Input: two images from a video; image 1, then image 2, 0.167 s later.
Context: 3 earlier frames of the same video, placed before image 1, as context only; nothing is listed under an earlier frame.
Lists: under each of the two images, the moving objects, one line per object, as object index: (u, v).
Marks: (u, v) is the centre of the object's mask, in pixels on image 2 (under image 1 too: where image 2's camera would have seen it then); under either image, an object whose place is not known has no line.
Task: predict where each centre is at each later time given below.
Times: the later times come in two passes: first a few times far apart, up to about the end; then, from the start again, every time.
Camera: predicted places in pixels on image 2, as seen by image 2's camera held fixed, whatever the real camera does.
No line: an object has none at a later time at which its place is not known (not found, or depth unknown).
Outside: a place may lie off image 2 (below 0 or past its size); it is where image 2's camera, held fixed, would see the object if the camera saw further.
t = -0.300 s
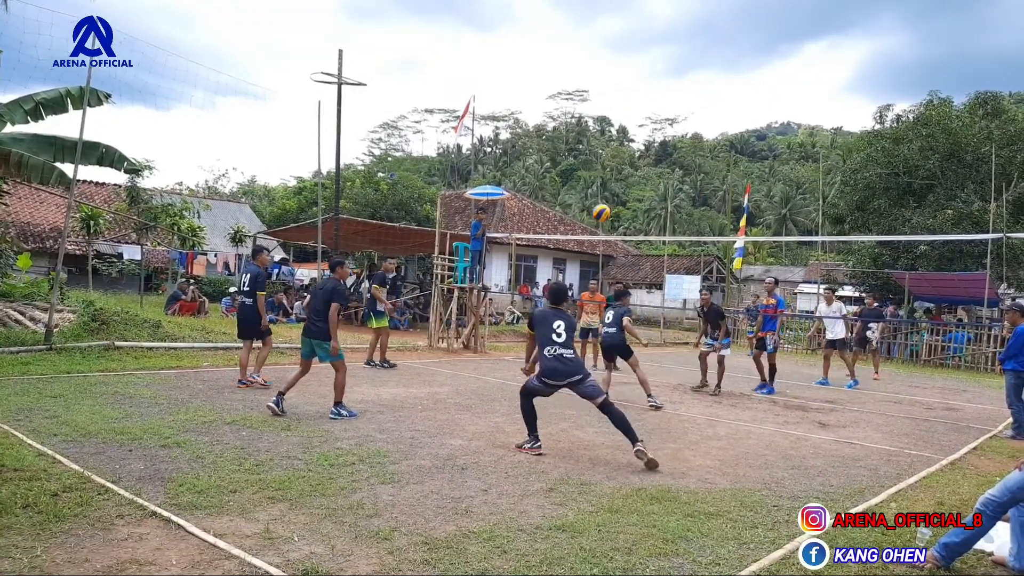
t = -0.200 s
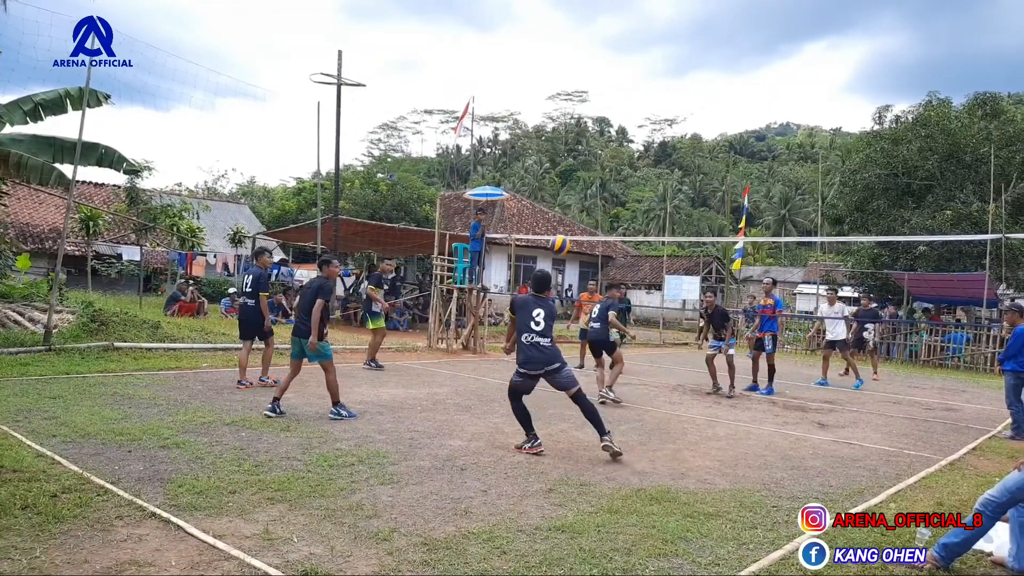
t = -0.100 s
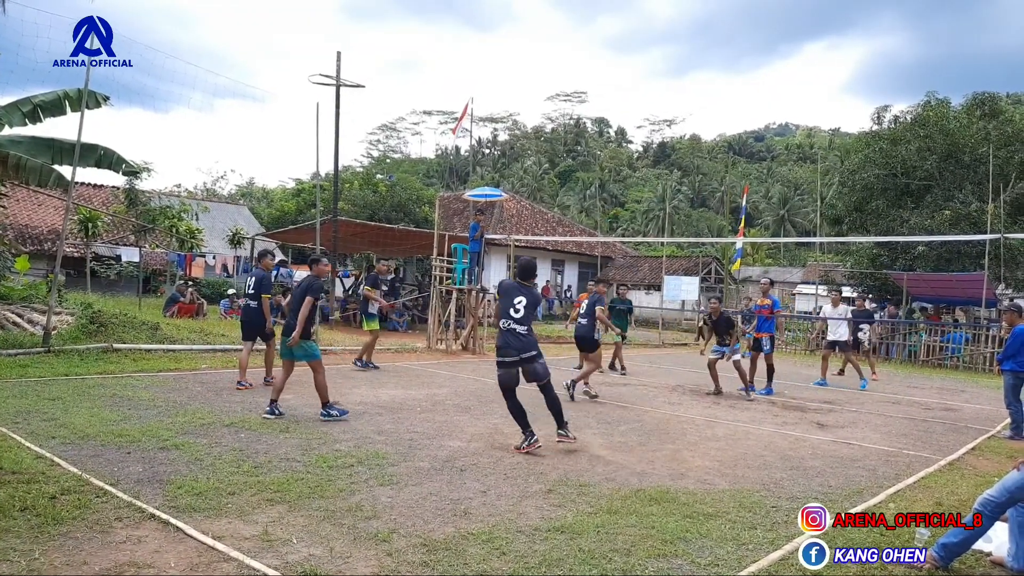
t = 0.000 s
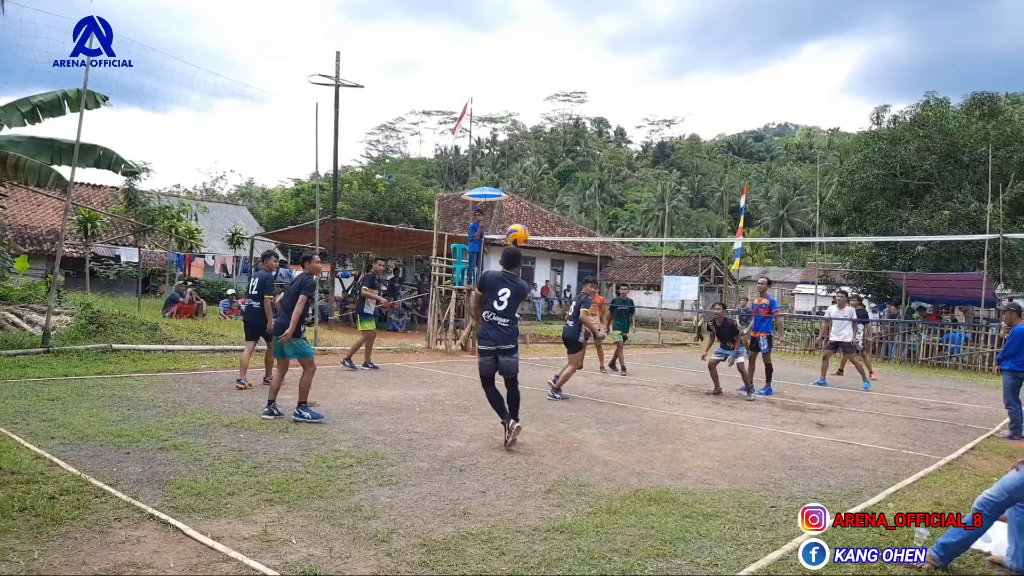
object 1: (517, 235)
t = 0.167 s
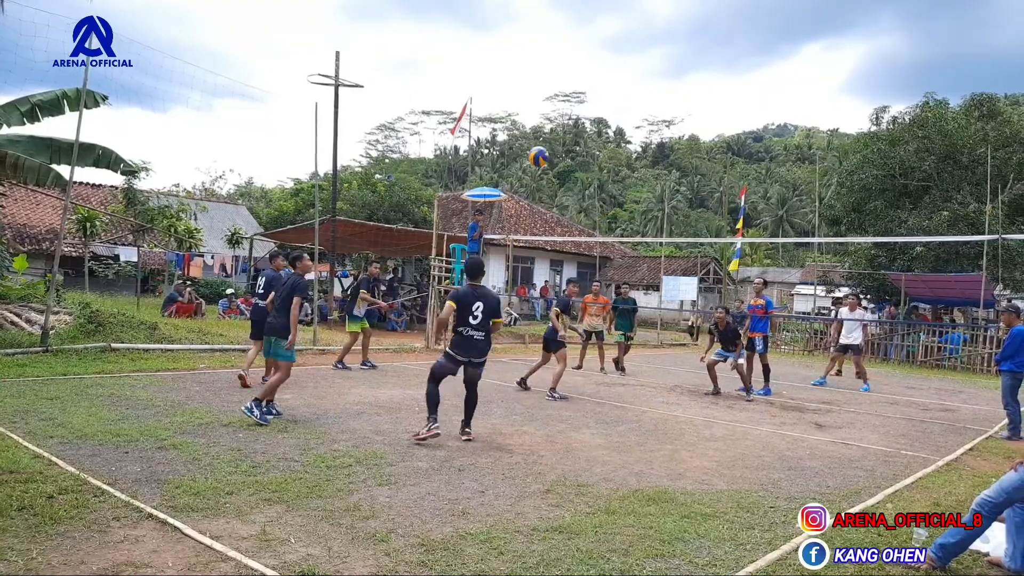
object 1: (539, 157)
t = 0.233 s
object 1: (546, 136)
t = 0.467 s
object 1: (565, 101)
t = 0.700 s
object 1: (579, 112)
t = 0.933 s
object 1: (588, 159)
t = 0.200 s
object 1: (542, 145)
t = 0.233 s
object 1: (546, 136)
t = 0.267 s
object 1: (548, 128)
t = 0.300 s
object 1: (552, 120)
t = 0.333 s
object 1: (555, 114)
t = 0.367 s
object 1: (558, 110)
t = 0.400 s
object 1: (560, 106)
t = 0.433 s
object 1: (563, 102)
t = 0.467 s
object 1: (565, 101)
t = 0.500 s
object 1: (568, 100)
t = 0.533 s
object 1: (570, 100)
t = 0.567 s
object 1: (572, 101)
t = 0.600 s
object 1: (574, 102)
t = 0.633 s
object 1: (575, 105)
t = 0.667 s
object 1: (577, 108)
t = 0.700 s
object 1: (579, 112)
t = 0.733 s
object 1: (581, 118)
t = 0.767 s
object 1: (582, 123)
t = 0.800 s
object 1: (583, 128)
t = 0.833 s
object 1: (584, 136)
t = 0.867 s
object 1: (586, 142)
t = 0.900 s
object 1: (587, 150)
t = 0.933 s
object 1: (588, 159)
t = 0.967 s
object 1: (588, 168)
